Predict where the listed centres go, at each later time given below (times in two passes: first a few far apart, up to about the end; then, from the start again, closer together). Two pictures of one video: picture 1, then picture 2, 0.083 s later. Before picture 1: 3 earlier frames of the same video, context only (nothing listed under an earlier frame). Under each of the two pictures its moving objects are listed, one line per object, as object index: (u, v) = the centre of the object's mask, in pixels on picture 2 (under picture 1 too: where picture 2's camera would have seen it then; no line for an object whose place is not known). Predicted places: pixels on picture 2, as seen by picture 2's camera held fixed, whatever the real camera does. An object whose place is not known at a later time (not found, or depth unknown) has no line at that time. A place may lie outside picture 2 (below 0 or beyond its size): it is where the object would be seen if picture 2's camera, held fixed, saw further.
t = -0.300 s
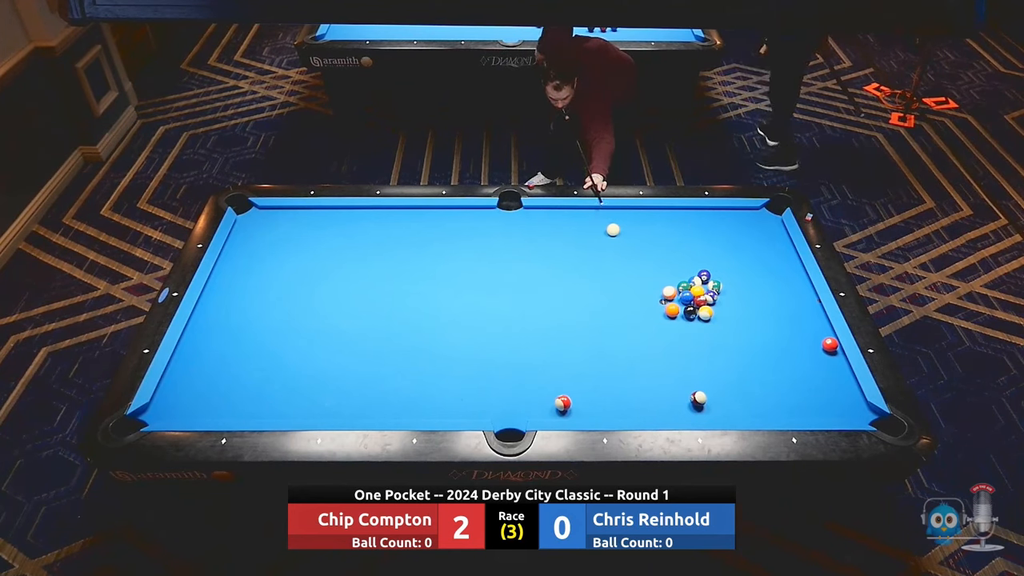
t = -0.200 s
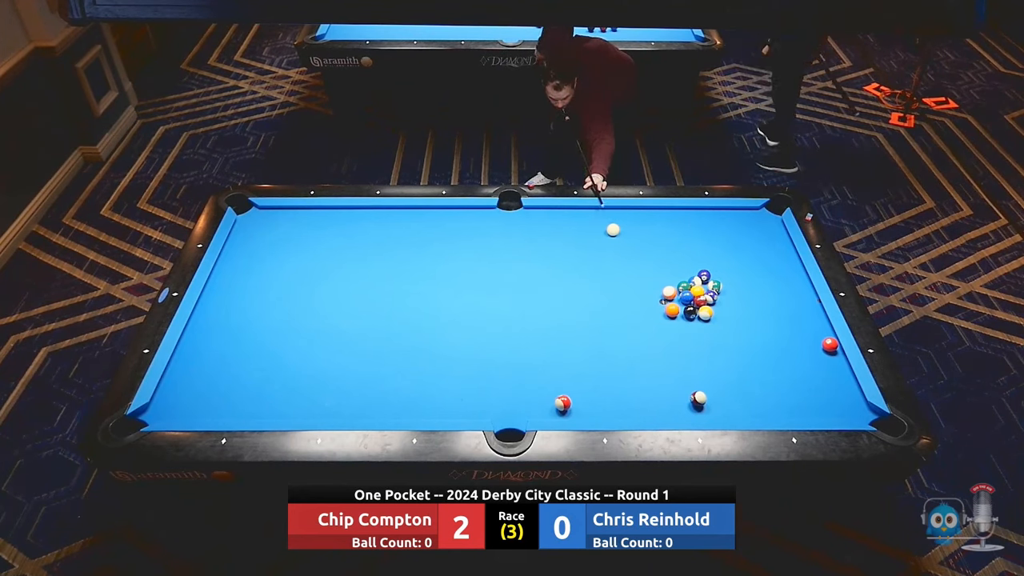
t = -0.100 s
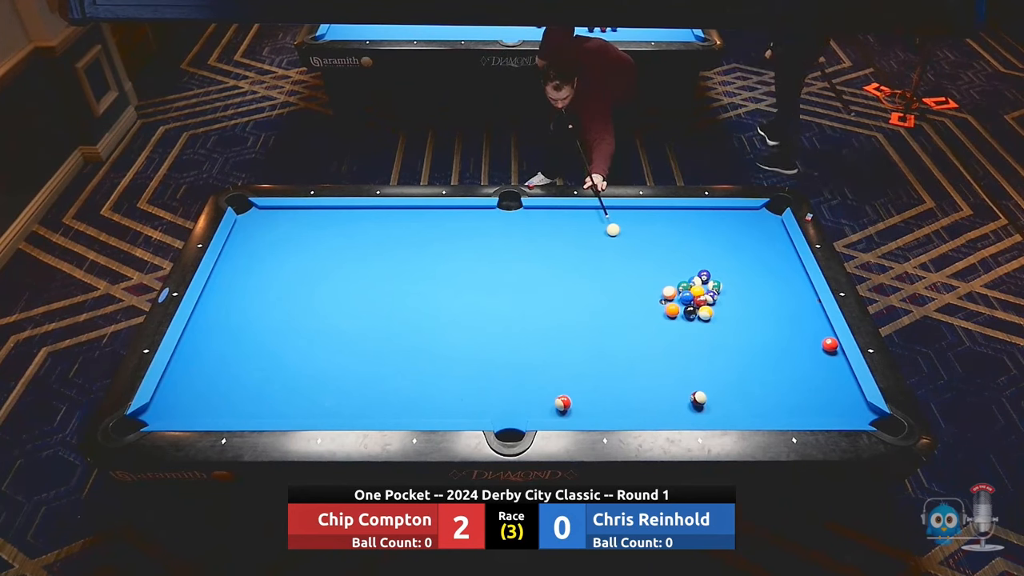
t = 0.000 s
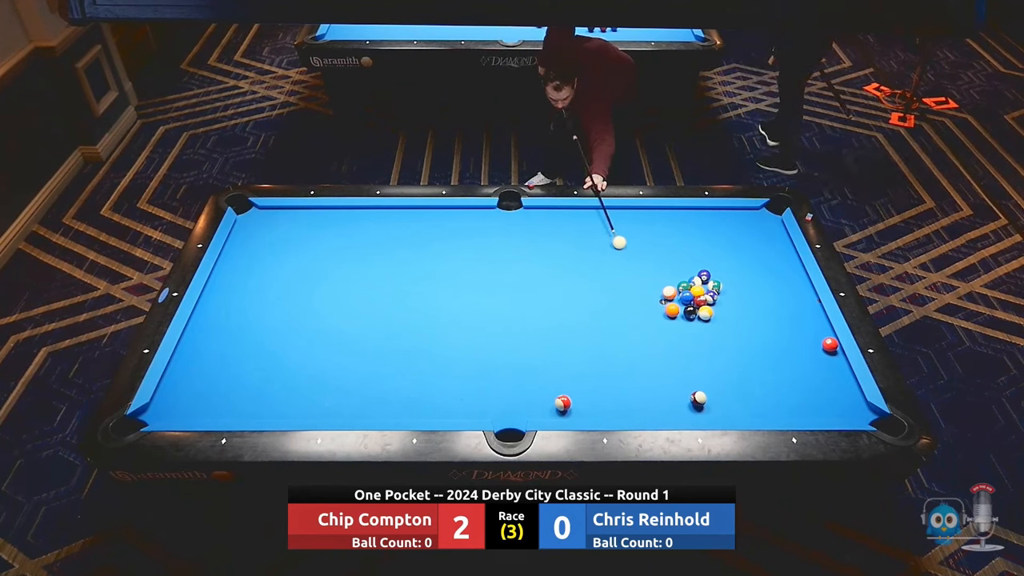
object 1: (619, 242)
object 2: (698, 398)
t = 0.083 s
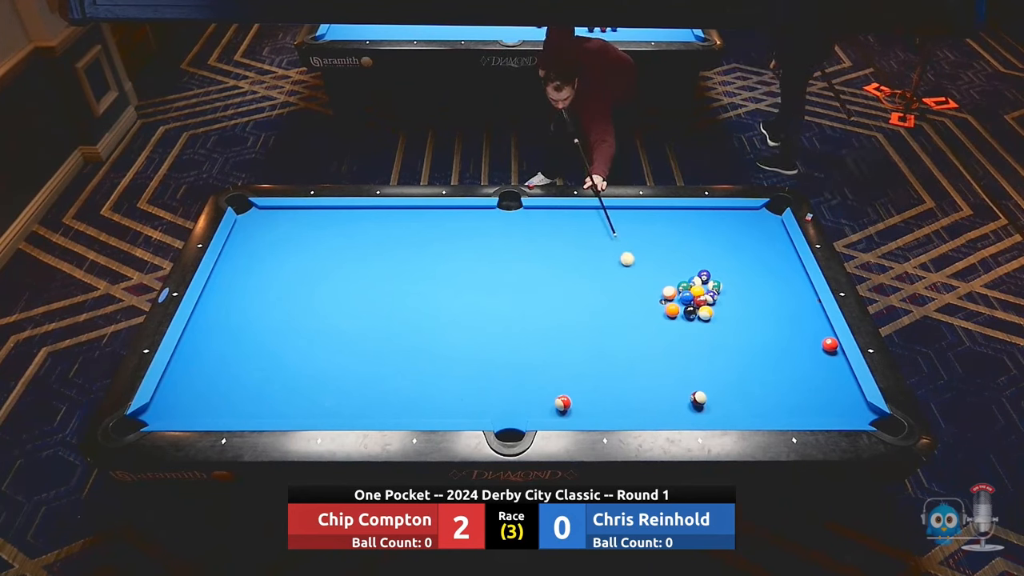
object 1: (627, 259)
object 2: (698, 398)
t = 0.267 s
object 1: (644, 296)
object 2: (698, 398)
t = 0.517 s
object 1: (671, 354)
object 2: (698, 398)
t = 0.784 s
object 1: (679, 399)
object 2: (717, 406)
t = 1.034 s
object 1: (664, 408)
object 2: (724, 380)
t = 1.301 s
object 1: (645, 392)
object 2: (730, 355)
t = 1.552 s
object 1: (629, 378)
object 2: (736, 334)
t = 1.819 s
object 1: (613, 365)
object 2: (741, 313)
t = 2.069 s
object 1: (600, 354)
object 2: (746, 295)
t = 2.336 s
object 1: (587, 343)
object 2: (750, 279)
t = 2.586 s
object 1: (577, 334)
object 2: (753, 264)
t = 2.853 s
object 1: (567, 326)
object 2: (757, 250)
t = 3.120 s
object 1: (558, 317)
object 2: (758, 237)
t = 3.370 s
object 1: (551, 311)
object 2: (761, 227)
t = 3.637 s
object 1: (544, 305)
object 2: (763, 216)
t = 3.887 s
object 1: (539, 300)
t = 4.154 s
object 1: (534, 295)
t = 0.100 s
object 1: (628, 262)
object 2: (698, 398)
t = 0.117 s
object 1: (630, 266)
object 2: (698, 398)
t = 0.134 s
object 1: (631, 269)
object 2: (698, 398)
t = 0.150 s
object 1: (633, 272)
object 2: (698, 398)
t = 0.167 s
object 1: (635, 276)
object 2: (698, 398)
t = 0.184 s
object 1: (636, 279)
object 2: (698, 398)
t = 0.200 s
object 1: (638, 282)
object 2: (698, 398)
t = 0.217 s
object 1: (639, 286)
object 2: (698, 398)
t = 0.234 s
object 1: (641, 289)
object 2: (698, 398)
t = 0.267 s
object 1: (644, 296)
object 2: (698, 398)
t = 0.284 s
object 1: (646, 300)
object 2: (698, 398)
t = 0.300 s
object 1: (648, 304)
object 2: (698, 398)
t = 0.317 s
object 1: (649, 307)
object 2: (698, 398)
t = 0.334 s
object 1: (651, 311)
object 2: (698, 398)
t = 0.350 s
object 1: (653, 315)
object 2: (698, 398)
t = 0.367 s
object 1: (654, 319)
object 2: (698, 398)
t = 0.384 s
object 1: (656, 322)
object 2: (698, 398)
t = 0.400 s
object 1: (658, 326)
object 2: (698, 398)
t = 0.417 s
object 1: (660, 330)
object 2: (698, 398)
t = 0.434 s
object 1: (662, 334)
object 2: (698, 398)
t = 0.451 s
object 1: (663, 338)
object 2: (698, 398)
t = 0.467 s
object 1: (665, 342)
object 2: (698, 398)
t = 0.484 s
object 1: (667, 346)
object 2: (698, 398)
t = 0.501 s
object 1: (669, 350)
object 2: (698, 398)
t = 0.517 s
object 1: (671, 354)
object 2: (698, 398)
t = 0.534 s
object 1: (673, 358)
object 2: (698, 398)
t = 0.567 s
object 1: (677, 367)
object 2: (698, 398)
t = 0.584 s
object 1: (679, 371)
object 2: (698, 398)
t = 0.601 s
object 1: (681, 375)
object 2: (698, 398)
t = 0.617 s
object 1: (683, 380)
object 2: (698, 398)
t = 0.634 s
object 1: (685, 384)
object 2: (698, 398)
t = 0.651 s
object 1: (687, 388)
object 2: (698, 398)
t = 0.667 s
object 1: (685, 390)
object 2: (702, 402)
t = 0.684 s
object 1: (684, 391)
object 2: (706, 405)
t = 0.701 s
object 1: (683, 392)
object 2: (709, 408)
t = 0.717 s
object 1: (682, 393)
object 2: (712, 412)
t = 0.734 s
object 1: (681, 395)
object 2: (715, 413)
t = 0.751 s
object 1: (680, 396)
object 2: (715, 411)
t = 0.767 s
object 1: (679, 398)
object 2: (716, 409)
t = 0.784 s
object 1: (679, 399)
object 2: (717, 406)
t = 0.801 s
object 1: (678, 401)
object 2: (717, 404)
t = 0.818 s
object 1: (677, 403)
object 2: (718, 402)
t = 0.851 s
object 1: (676, 406)
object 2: (718, 399)
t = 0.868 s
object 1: (675, 408)
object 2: (719, 397)
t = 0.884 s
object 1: (675, 410)
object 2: (719, 396)
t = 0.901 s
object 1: (674, 411)
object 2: (720, 393)
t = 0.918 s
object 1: (673, 412)
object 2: (720, 392)
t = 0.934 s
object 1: (672, 413)
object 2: (720, 390)
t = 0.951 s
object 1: (671, 412)
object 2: (721, 389)
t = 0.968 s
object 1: (670, 411)
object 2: (721, 387)
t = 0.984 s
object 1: (668, 411)
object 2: (722, 385)
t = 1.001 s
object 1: (667, 410)
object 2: (723, 384)
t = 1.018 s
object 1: (666, 409)
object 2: (724, 382)
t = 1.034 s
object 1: (664, 408)
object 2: (724, 380)
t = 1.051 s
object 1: (663, 407)
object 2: (724, 378)
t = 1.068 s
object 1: (662, 406)
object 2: (725, 376)
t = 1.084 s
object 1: (661, 405)
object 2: (725, 374)
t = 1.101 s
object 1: (660, 404)
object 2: (725, 373)
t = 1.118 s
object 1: (658, 403)
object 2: (726, 372)
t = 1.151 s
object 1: (656, 401)
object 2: (726, 369)
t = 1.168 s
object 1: (655, 400)
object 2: (727, 367)
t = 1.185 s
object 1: (653, 398)
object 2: (727, 366)
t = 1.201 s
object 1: (652, 398)
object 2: (727, 364)
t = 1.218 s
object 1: (651, 397)
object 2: (728, 362)
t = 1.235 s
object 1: (650, 396)
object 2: (729, 361)
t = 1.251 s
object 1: (649, 395)
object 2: (729, 360)
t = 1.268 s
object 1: (647, 394)
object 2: (729, 358)
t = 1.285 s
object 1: (646, 393)
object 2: (730, 356)
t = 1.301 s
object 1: (645, 392)
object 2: (730, 355)
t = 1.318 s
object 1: (644, 391)
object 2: (731, 353)
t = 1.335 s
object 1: (643, 390)
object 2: (731, 351)
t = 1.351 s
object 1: (642, 389)
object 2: (732, 350)
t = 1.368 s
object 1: (641, 388)
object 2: (732, 348)
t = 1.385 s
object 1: (640, 387)
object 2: (732, 347)
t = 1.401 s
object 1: (638, 386)
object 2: (732, 346)
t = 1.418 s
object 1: (637, 385)
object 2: (733, 344)
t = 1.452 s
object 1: (635, 384)
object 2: (734, 341)
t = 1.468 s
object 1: (634, 383)
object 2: (734, 340)
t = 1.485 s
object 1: (633, 382)
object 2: (734, 339)
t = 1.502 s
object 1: (632, 381)
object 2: (735, 337)
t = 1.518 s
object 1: (631, 380)
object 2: (735, 336)
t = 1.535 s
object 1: (630, 379)
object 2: (735, 335)
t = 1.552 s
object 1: (629, 378)
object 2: (736, 334)
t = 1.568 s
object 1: (628, 378)
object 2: (736, 332)
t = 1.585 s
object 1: (627, 377)
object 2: (736, 331)
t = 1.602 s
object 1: (626, 376)
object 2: (737, 329)
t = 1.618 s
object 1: (625, 375)
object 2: (738, 328)
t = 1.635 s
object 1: (624, 374)
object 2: (738, 327)
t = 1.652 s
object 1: (623, 373)
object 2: (738, 325)
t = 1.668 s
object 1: (622, 372)
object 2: (739, 324)
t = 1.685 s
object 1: (621, 372)
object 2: (739, 322)
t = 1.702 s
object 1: (620, 371)
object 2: (739, 321)
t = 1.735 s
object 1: (618, 369)
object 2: (740, 319)
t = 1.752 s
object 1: (617, 368)
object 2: (740, 318)
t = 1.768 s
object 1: (616, 368)
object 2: (740, 316)
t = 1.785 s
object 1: (615, 367)
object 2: (740, 315)
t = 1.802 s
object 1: (614, 366)
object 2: (741, 314)
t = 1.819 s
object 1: (613, 365)
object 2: (741, 313)
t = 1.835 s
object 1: (612, 365)
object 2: (741, 312)
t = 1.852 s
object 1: (611, 364)
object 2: (742, 311)
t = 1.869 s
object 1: (610, 363)
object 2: (742, 309)
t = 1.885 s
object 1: (609, 362)
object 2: (742, 308)
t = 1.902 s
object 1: (609, 362)
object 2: (742, 307)
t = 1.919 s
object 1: (608, 361)
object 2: (743, 306)
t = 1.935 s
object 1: (607, 360)
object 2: (743, 305)
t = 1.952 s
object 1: (606, 359)
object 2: (744, 304)
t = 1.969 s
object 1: (605, 358)
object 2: (744, 303)
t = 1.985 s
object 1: (604, 358)
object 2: (744, 301)
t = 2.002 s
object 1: (603, 357)
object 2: (745, 300)
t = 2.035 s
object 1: (602, 356)
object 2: (745, 297)
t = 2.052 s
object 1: (601, 355)
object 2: (746, 296)
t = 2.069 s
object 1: (600, 354)
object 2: (746, 295)
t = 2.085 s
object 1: (599, 353)
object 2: (746, 294)
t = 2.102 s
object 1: (598, 353)
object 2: (746, 293)
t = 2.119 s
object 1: (597, 352)
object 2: (746, 292)
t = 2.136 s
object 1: (597, 351)
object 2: (746, 291)
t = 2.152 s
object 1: (596, 351)
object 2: (747, 290)
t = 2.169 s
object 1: (595, 350)
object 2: (747, 289)
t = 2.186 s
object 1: (594, 349)
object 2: (747, 288)
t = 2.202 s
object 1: (593, 349)
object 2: (747, 287)
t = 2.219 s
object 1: (593, 348)
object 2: (748, 286)
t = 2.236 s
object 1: (592, 347)
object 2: (748, 285)
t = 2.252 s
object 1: (591, 347)
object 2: (748, 284)
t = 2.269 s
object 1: (590, 346)
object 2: (748, 283)
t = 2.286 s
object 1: (590, 345)
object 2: (749, 282)
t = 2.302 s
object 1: (589, 345)
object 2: (749, 281)
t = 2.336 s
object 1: (587, 343)
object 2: (750, 279)
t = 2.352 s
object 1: (587, 343)
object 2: (750, 278)
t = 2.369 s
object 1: (586, 342)
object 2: (750, 277)
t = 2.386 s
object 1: (585, 342)
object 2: (751, 276)
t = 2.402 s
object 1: (584, 341)
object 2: (751, 275)
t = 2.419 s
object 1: (584, 340)
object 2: (751, 274)
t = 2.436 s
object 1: (583, 340)
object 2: (751, 273)
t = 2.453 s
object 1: (582, 339)
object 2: (751, 272)
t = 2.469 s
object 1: (582, 338)
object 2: (752, 271)
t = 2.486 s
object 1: (581, 338)
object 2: (752, 270)
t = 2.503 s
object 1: (580, 337)
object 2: (752, 269)
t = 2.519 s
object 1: (579, 337)
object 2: (752, 268)
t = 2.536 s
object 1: (579, 336)
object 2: (752, 267)
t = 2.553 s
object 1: (578, 335)
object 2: (753, 266)
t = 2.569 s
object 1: (577, 335)
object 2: (753, 265)
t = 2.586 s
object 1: (577, 334)
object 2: (753, 264)
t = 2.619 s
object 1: (576, 333)
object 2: (753, 263)
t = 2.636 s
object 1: (575, 332)
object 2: (753, 262)
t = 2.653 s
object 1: (574, 332)
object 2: (754, 261)
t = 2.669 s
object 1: (574, 331)
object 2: (754, 260)
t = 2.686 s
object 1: (573, 331)
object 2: (754, 259)
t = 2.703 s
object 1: (572, 330)
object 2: (754, 258)
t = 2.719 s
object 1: (572, 330)
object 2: (755, 257)
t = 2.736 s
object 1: (571, 329)
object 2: (755, 256)
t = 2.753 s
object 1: (571, 329)
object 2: (755, 255)
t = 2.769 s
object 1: (570, 328)
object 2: (755, 255)
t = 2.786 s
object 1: (569, 328)
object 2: (756, 253)
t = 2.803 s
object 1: (569, 327)
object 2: (756, 253)
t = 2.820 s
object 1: (568, 326)
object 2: (756, 252)
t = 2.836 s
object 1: (568, 326)
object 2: (756, 251)
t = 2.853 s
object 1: (567, 326)
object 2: (757, 250)
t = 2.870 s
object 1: (566, 325)
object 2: (756, 249)
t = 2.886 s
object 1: (566, 324)
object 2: (757, 249)
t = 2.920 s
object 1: (565, 324)
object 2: (757, 247)
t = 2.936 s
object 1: (564, 323)
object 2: (757, 246)
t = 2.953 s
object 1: (564, 322)
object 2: (757, 245)
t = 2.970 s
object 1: (563, 322)
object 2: (757, 245)
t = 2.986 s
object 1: (562, 321)
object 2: (758, 244)
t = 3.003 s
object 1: (562, 321)
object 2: (757, 243)
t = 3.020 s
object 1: (562, 321)
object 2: (758, 242)
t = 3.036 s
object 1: (561, 320)
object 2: (758, 241)
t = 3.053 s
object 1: (560, 319)
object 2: (758, 241)
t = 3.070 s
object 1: (560, 319)
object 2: (758, 240)
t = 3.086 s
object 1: (559, 318)
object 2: (758, 239)
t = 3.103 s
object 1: (559, 318)
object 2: (758, 238)
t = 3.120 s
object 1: (558, 317)
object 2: (758, 237)
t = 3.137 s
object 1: (558, 317)
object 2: (759, 237)
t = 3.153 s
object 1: (557, 317)
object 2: (759, 236)
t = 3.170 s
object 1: (557, 316)
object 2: (759, 235)
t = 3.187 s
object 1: (556, 316)
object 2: (759, 234)
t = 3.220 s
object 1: (555, 315)
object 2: (760, 233)
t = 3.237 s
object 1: (555, 314)
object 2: (760, 232)
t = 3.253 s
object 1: (554, 314)
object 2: (760, 232)
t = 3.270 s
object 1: (554, 314)
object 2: (760, 231)
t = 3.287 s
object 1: (553, 313)
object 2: (760, 230)
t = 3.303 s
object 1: (553, 313)
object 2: (760, 229)
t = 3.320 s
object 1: (553, 312)
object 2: (761, 229)
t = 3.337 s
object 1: (552, 312)
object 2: (761, 228)
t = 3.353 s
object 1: (552, 311)
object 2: (761, 227)
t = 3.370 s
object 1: (551, 311)
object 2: (761, 227)
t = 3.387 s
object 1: (551, 310)
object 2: (761, 226)
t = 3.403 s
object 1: (550, 310)
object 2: (762, 225)
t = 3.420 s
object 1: (550, 310)
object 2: (761, 224)
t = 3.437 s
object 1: (549, 309)
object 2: (761, 224)
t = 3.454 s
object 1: (549, 309)
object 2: (761, 223)
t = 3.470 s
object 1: (549, 309)
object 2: (762, 223)
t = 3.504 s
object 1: (548, 308)
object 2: (762, 221)
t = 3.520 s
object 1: (547, 307)
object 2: (762, 221)
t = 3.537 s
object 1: (547, 307)
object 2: (762, 220)
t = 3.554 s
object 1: (547, 307)
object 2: (762, 219)
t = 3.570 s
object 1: (546, 306)
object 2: (762, 219)
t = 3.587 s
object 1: (546, 306)
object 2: (763, 218)
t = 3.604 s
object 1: (545, 306)
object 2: (763, 217)
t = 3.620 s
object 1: (545, 305)
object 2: (763, 217)
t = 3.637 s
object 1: (544, 305)
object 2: (763, 216)
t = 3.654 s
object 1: (544, 305)
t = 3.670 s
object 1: (544, 304)
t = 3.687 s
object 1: (543, 304)
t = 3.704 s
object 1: (543, 304)
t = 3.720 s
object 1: (543, 303)
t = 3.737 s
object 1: (542, 303)
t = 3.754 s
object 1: (542, 303)
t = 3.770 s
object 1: (541, 302)
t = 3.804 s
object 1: (541, 302)
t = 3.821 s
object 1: (540, 301)
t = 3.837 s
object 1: (540, 301)
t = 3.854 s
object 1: (540, 301)
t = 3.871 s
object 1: (539, 300)
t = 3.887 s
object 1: (539, 300)
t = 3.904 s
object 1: (539, 300)
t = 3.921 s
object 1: (538, 299)
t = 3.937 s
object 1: (538, 299)
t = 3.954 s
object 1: (538, 299)
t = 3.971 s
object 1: (537, 298)
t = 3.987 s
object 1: (537, 298)
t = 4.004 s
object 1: (537, 298)
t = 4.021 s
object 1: (536, 298)
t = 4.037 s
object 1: (536, 297)
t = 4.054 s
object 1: (536, 297)
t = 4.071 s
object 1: (536, 297)
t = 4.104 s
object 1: (535, 296)
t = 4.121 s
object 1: (535, 296)
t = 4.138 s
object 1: (534, 296)
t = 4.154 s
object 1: (534, 295)
